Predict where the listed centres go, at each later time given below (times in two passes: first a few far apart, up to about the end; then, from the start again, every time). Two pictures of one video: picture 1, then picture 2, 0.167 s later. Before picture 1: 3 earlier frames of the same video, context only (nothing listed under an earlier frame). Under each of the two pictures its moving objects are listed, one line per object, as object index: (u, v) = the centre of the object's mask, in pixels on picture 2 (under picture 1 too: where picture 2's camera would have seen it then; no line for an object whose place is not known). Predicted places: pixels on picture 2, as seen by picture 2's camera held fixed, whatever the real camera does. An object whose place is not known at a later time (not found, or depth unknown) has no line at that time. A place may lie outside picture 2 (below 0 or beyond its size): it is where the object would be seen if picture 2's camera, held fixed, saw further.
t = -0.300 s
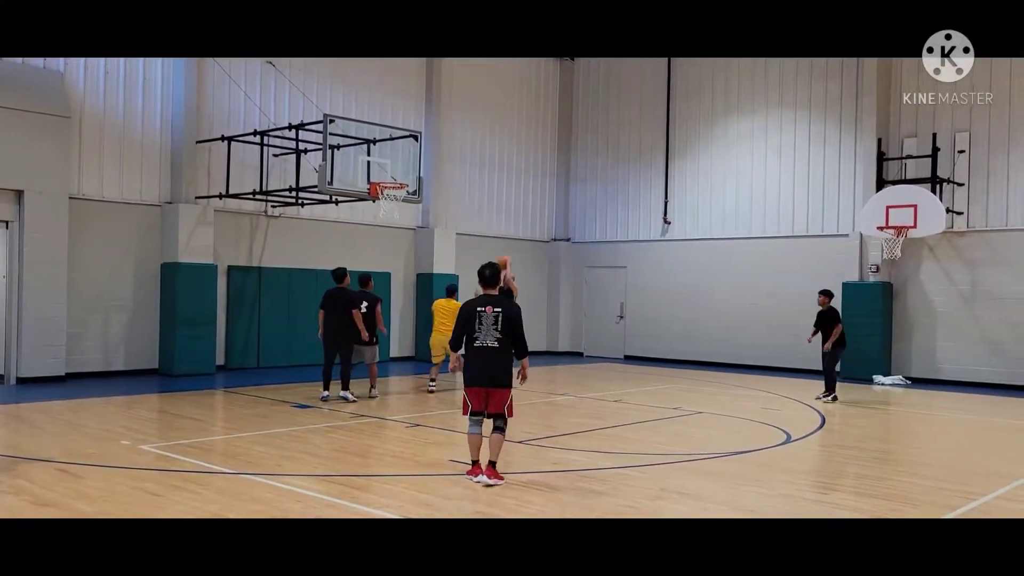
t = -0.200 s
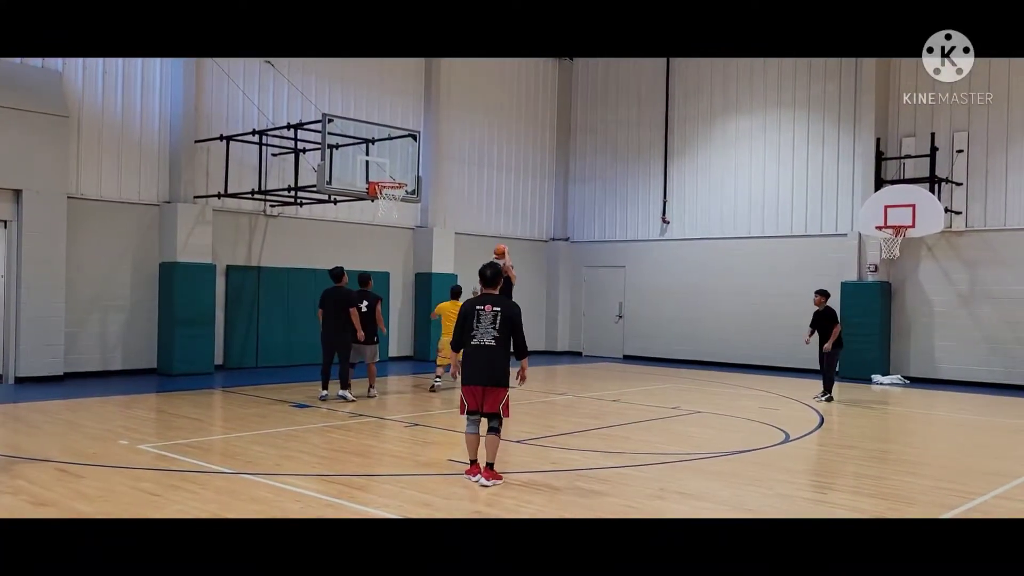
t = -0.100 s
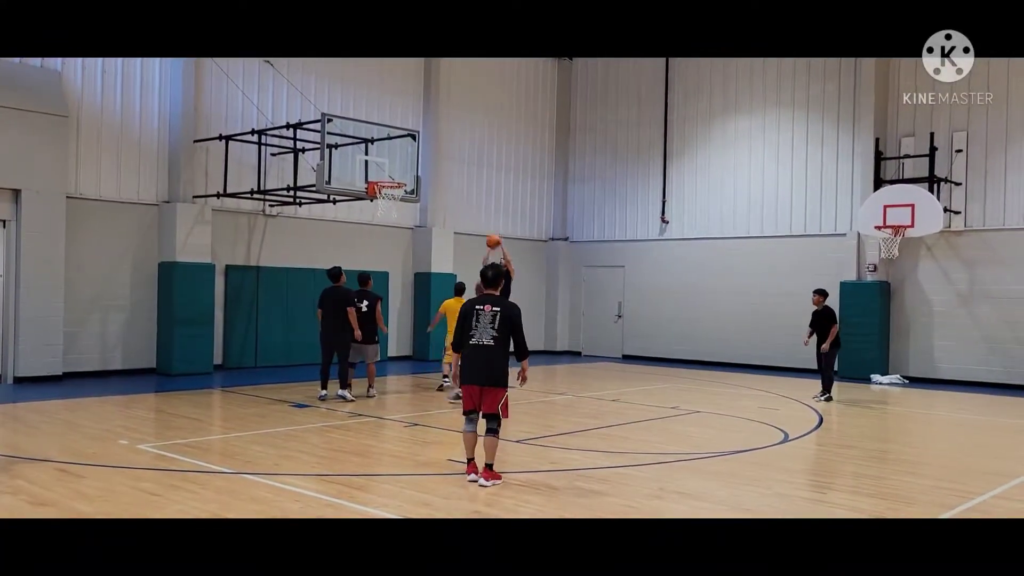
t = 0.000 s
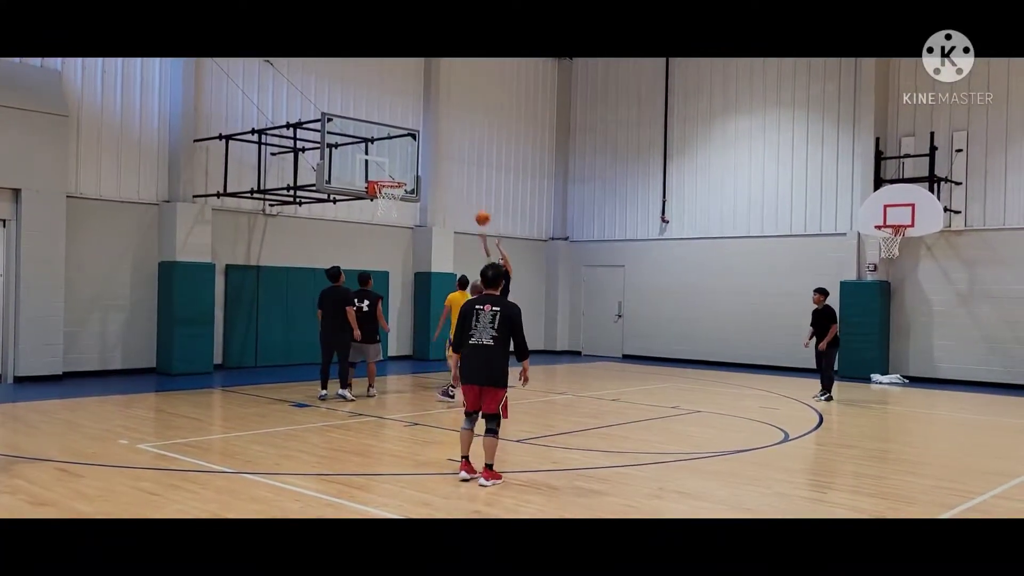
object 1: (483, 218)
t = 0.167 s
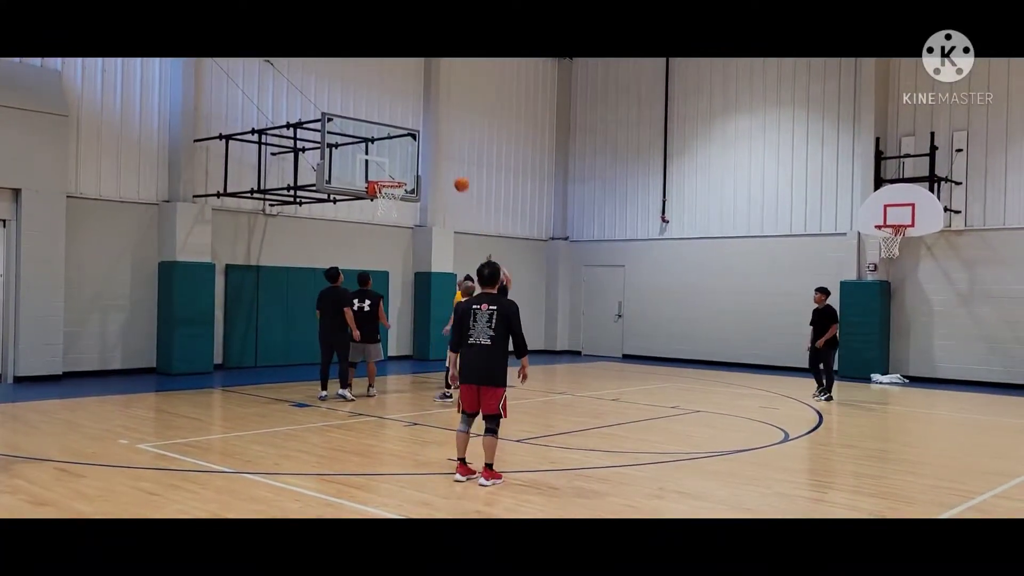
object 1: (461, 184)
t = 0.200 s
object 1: (457, 179)
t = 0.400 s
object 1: (429, 163)
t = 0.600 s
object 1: (399, 173)
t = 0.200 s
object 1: (457, 179)
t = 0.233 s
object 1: (452, 175)
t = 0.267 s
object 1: (448, 171)
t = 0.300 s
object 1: (443, 168)
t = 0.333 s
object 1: (438, 166)
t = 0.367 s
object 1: (434, 164)
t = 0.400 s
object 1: (429, 163)
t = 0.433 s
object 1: (424, 163)
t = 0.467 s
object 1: (419, 163)
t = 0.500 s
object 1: (414, 165)
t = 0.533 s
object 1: (409, 167)
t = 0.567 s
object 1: (403, 170)
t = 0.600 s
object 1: (399, 173)
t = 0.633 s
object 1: (393, 177)
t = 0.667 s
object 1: (388, 178)
